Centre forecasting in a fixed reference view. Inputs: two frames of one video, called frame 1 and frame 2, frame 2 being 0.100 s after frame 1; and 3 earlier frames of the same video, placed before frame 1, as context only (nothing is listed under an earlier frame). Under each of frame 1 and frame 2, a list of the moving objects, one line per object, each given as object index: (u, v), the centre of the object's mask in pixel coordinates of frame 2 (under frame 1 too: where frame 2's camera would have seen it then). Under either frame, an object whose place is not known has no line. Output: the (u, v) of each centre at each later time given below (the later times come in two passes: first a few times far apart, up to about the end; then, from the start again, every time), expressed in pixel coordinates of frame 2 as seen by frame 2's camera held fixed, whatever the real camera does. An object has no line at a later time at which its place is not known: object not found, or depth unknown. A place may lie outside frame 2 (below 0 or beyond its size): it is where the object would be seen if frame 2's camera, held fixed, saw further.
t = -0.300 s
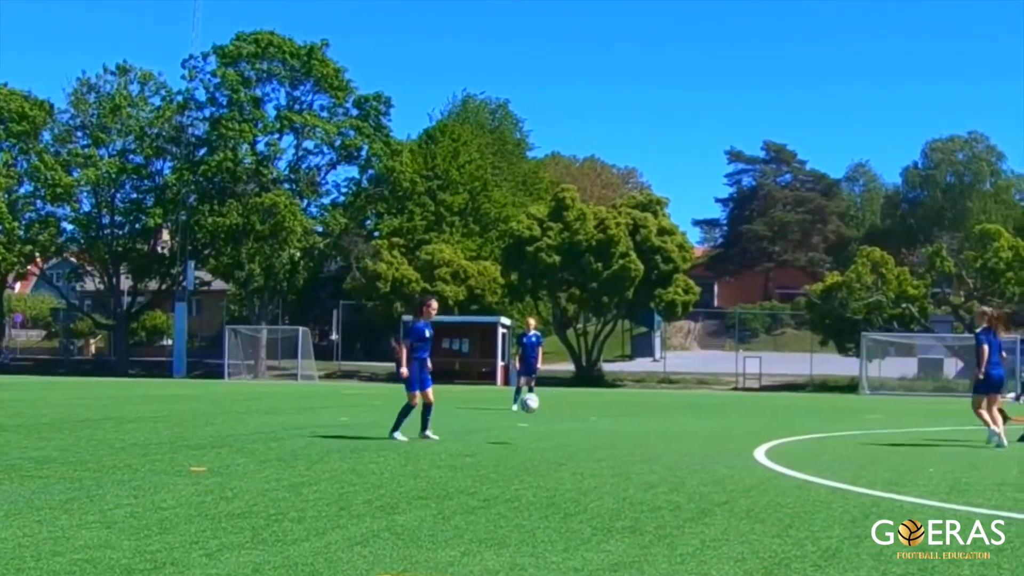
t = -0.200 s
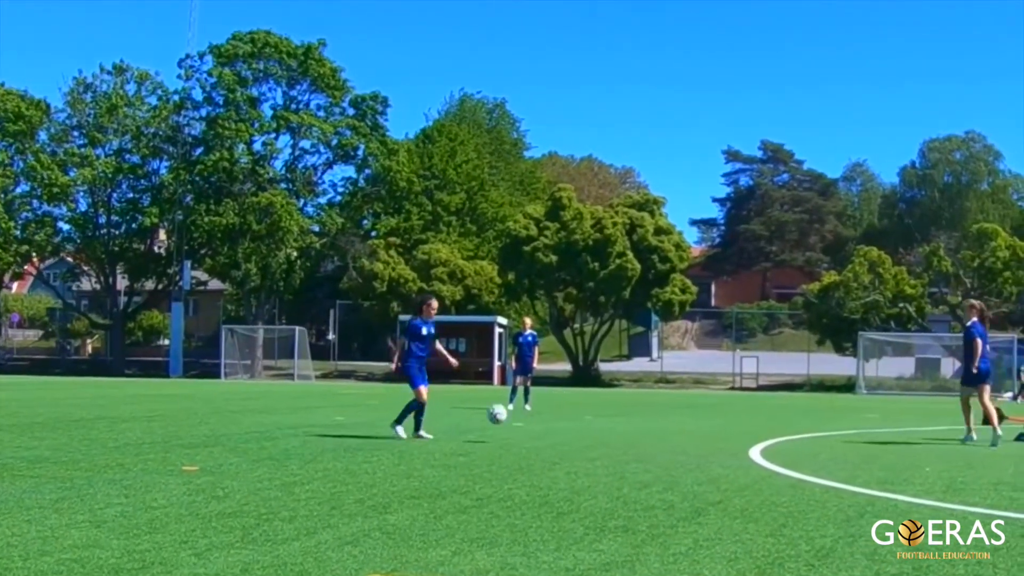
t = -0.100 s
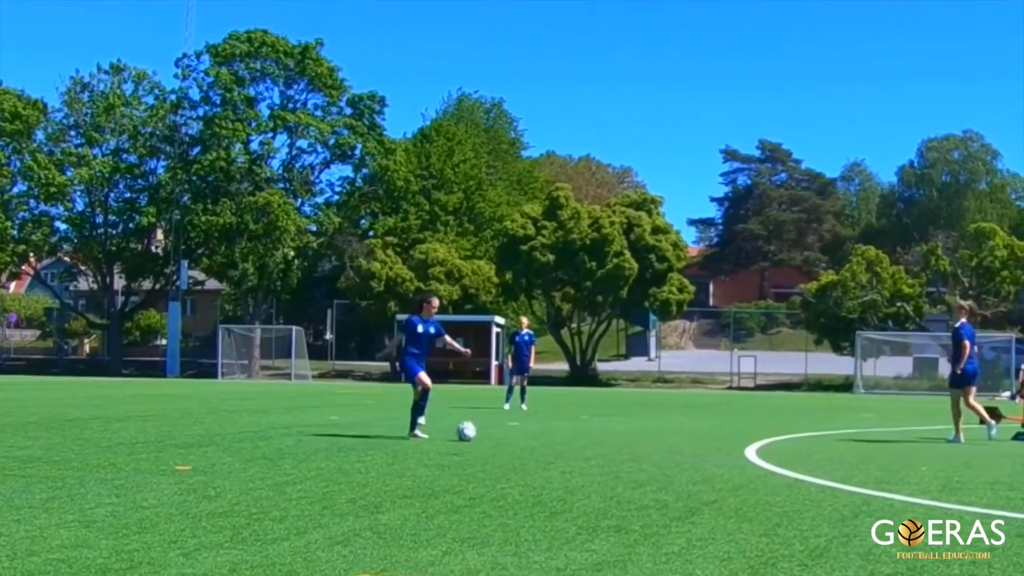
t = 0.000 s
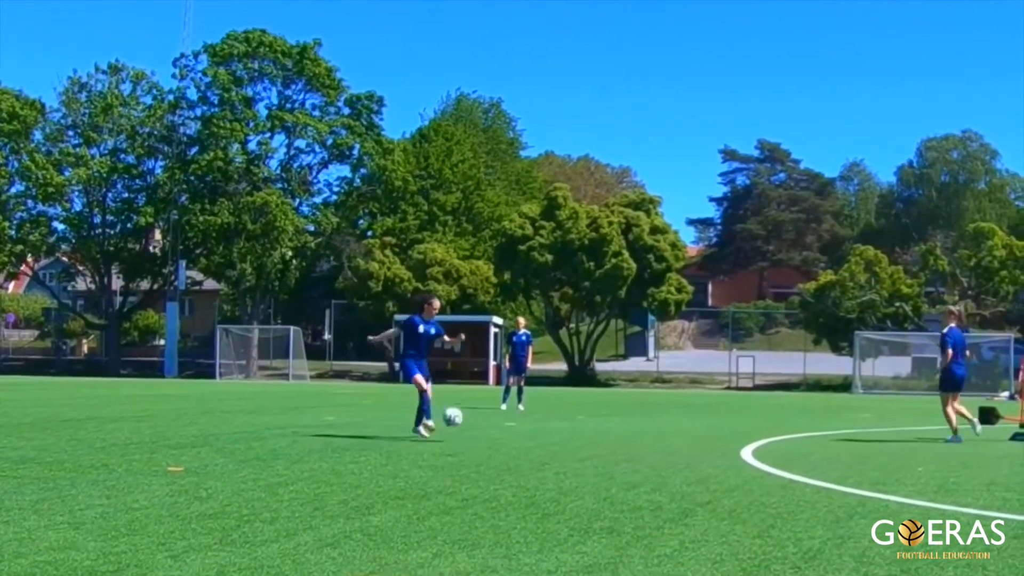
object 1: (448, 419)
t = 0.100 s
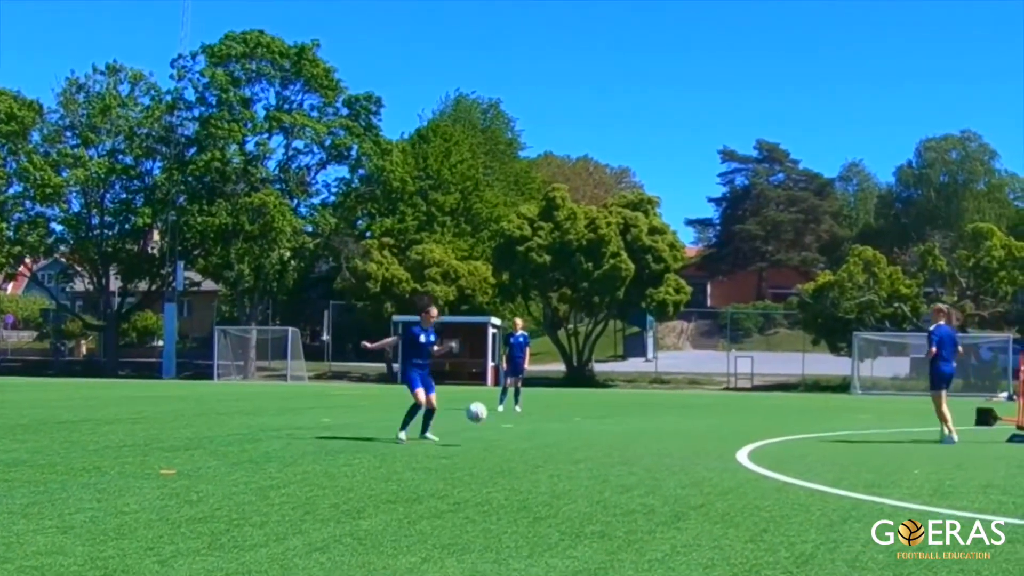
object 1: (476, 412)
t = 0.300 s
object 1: (537, 425)
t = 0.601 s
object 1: (601, 433)
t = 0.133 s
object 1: (486, 412)
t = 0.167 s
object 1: (496, 412)
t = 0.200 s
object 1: (506, 414)
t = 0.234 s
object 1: (516, 416)
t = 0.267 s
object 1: (527, 420)
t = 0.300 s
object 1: (537, 425)
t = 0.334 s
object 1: (549, 430)
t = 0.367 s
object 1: (560, 437)
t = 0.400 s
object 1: (571, 444)
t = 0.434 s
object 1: (576, 439)
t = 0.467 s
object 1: (580, 436)
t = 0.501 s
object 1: (586, 434)
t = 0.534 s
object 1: (591, 432)
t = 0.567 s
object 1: (596, 432)
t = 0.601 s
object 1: (601, 433)
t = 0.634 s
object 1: (606, 435)
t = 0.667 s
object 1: (612, 438)
